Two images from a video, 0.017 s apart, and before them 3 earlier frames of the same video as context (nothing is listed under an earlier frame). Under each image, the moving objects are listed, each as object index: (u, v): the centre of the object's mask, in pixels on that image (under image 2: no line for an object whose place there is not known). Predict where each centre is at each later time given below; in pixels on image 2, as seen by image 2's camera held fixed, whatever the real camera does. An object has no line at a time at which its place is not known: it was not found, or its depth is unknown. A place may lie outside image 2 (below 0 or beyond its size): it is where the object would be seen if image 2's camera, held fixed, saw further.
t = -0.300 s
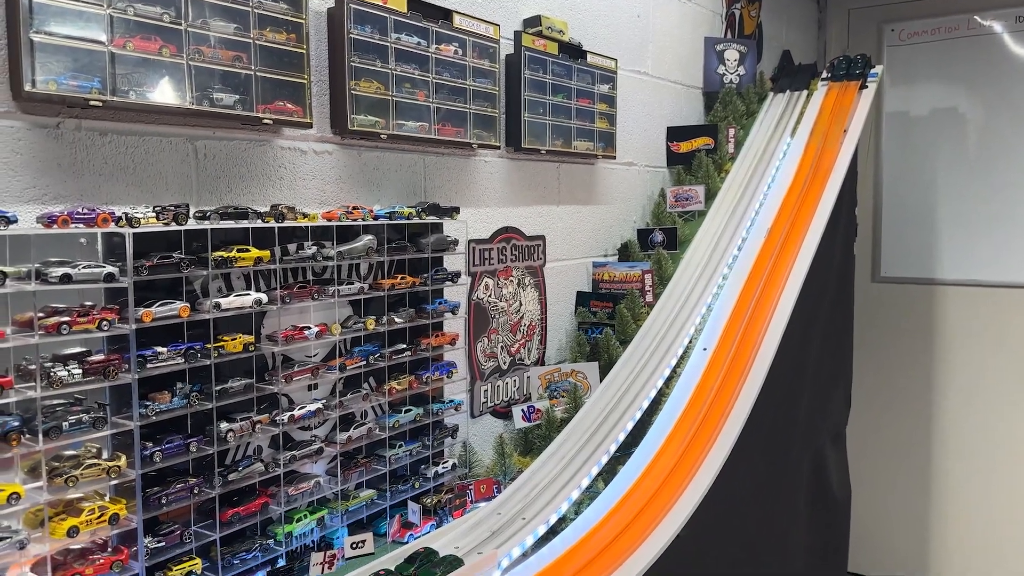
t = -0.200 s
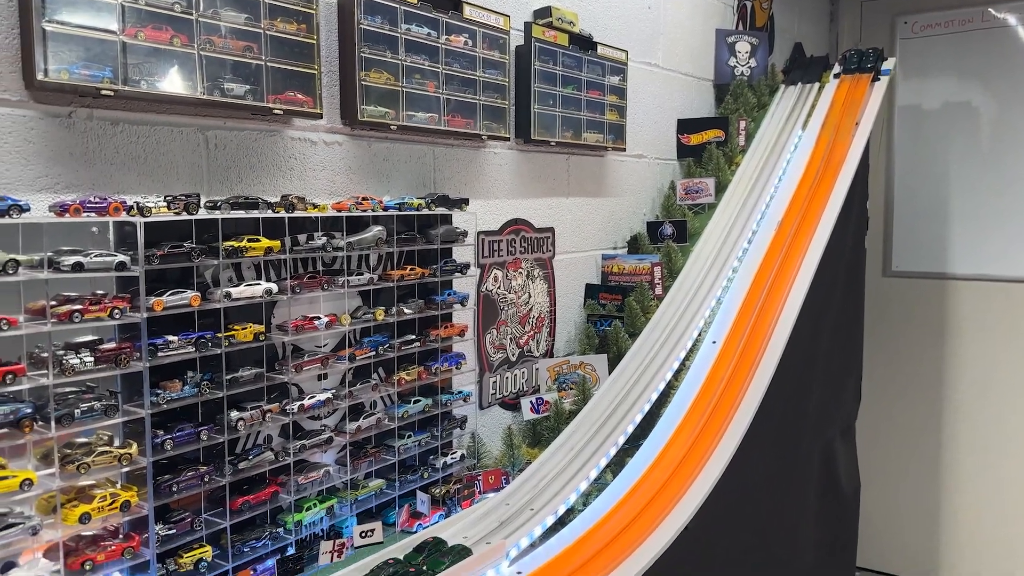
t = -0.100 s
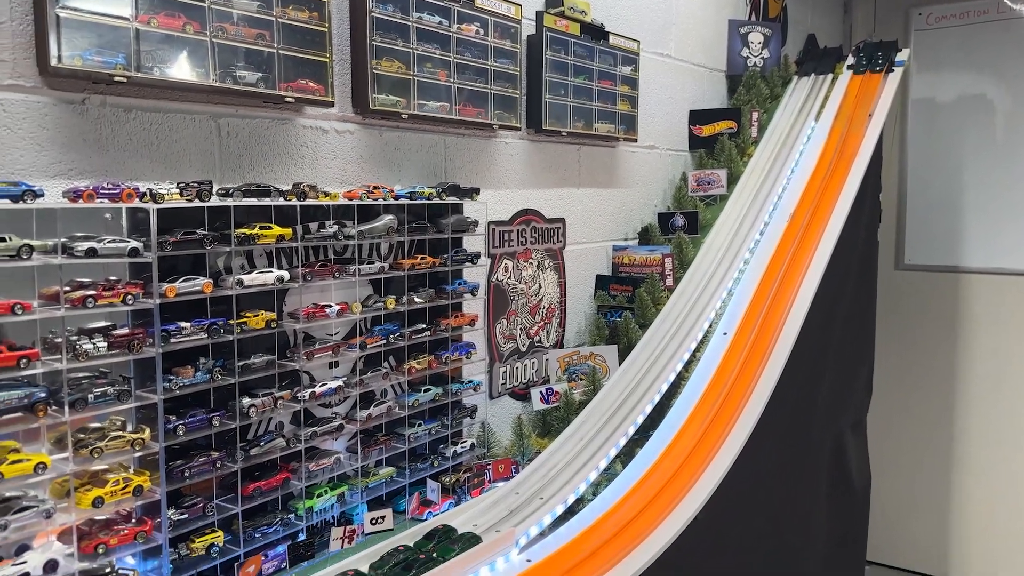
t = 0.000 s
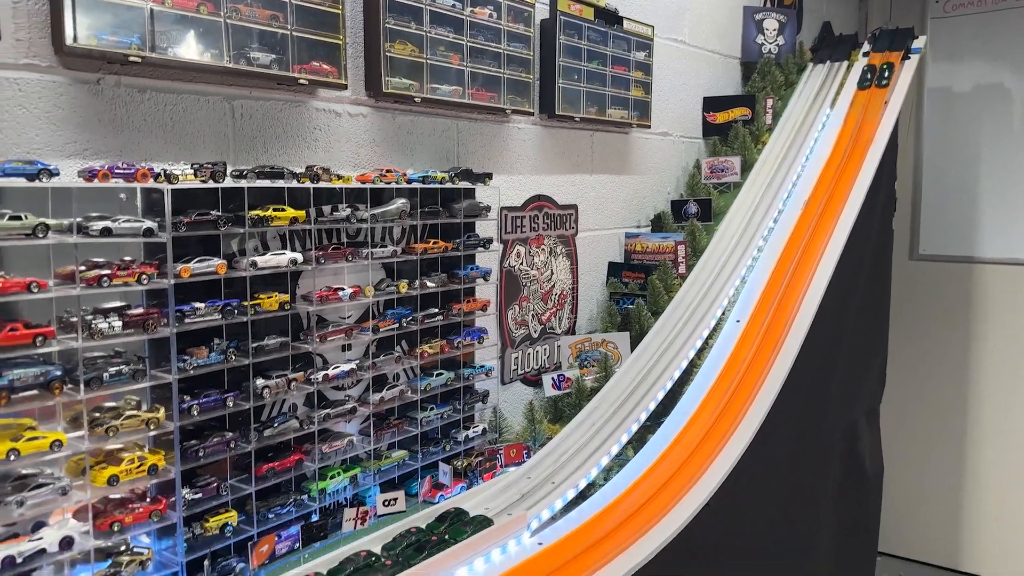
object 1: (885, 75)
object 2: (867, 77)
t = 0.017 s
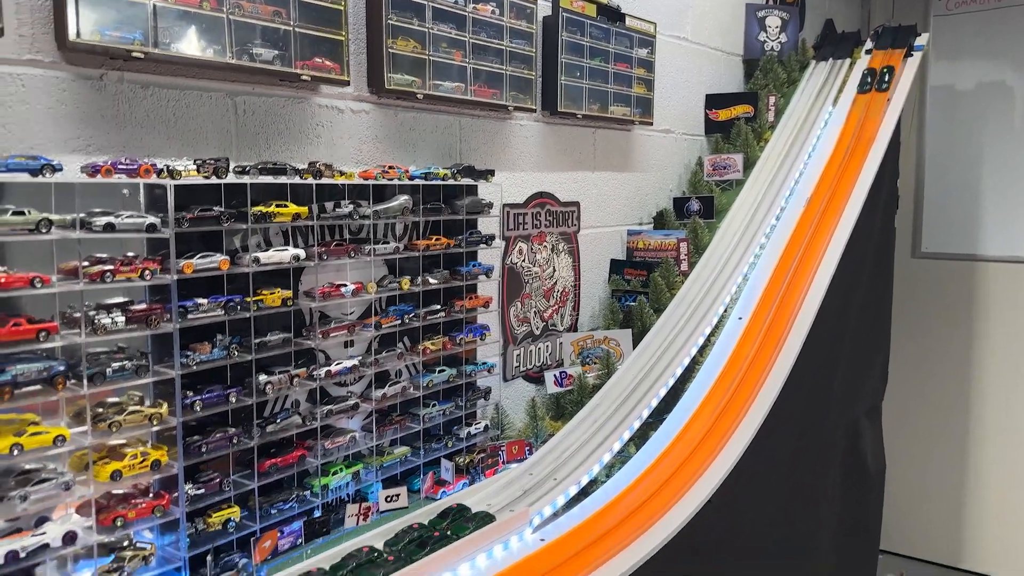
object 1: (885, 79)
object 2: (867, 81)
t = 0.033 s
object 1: (882, 86)
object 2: (864, 88)
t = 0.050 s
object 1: (879, 93)
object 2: (861, 95)
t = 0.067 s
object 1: (876, 102)
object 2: (858, 103)
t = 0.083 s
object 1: (872, 110)
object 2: (855, 111)
